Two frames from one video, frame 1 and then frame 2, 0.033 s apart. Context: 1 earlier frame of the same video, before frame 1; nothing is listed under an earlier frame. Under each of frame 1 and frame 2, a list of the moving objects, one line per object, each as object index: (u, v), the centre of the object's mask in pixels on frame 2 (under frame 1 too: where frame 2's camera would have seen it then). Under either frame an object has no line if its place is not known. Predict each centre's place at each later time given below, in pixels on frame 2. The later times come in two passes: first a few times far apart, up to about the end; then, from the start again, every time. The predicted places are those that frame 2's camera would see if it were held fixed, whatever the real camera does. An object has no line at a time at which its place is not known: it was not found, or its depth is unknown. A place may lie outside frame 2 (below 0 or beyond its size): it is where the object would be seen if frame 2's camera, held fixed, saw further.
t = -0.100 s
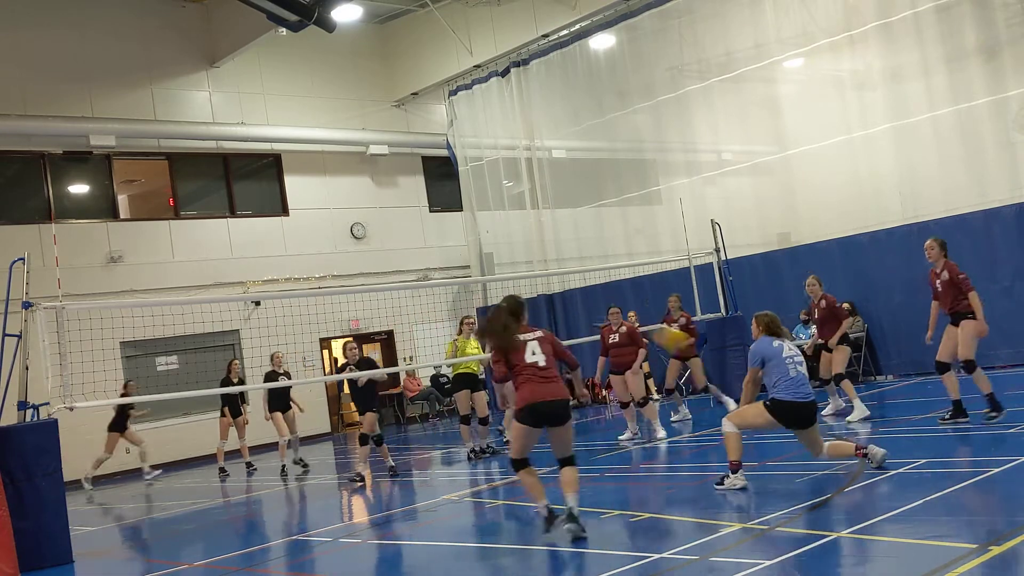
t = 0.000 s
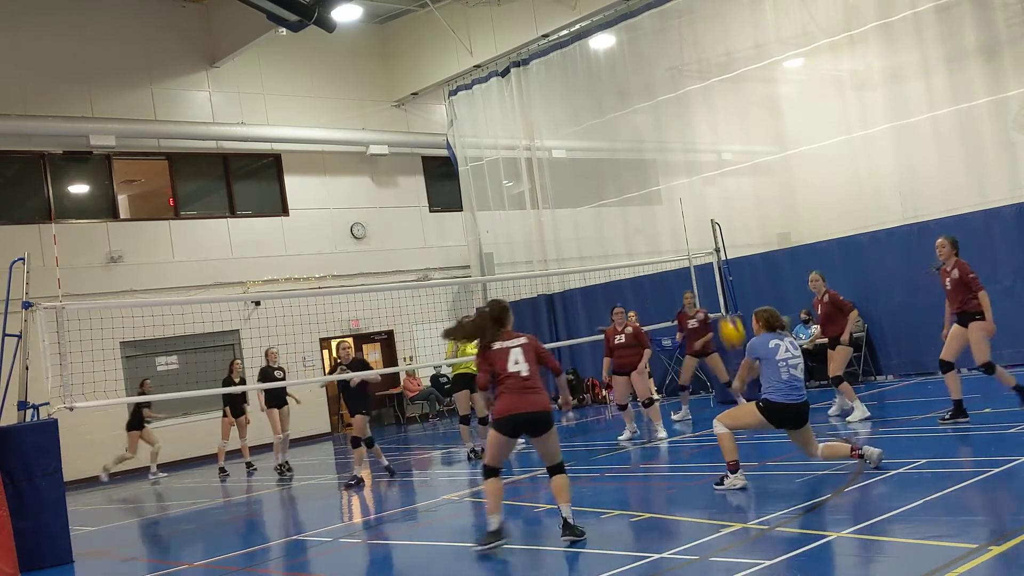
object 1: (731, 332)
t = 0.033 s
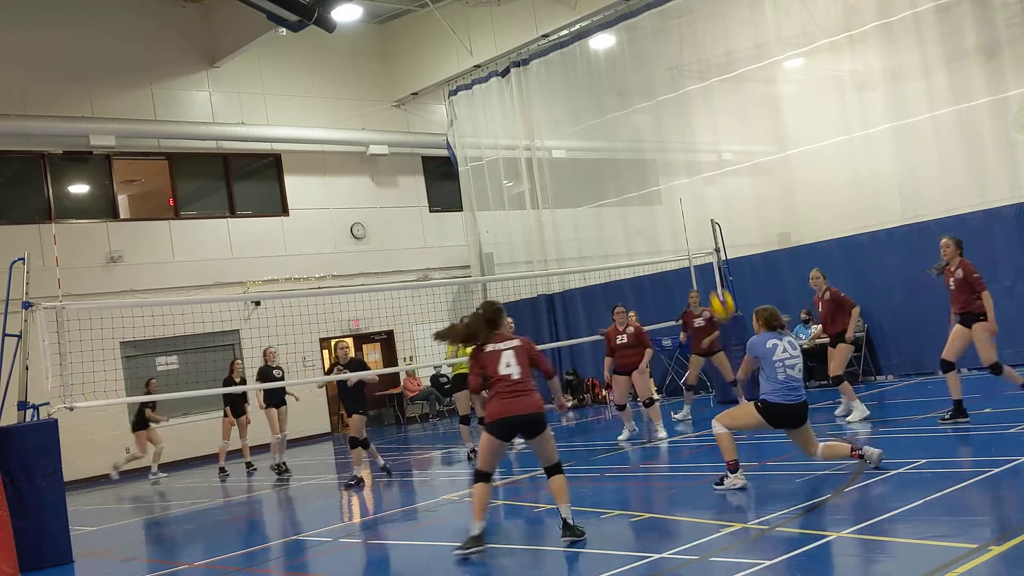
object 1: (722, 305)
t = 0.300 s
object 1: (664, 164)
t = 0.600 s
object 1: (630, 120)
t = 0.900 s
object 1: (614, 156)
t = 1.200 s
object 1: (612, 251)
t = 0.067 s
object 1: (712, 280)
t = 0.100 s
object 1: (703, 258)
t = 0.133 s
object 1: (696, 237)
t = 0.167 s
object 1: (689, 219)
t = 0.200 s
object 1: (682, 203)
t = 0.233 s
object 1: (675, 189)
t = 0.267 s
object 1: (670, 176)
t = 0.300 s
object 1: (664, 164)
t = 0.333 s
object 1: (659, 154)
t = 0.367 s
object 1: (655, 146)
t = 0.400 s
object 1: (651, 139)
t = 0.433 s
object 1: (647, 133)
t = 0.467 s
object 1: (643, 128)
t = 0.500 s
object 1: (639, 125)
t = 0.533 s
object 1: (636, 122)
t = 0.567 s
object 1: (633, 120)
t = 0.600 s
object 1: (630, 120)
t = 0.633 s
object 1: (628, 120)
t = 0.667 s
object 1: (626, 122)
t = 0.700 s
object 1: (623, 124)
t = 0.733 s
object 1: (621, 127)
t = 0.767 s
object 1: (620, 131)
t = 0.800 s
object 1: (618, 136)
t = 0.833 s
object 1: (616, 142)
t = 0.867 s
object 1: (615, 148)
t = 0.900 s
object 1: (614, 156)
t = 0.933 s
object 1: (613, 164)
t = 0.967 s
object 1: (613, 172)
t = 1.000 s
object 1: (612, 182)
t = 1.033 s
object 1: (612, 192)
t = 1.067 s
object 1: (611, 202)
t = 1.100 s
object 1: (611, 214)
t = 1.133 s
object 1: (611, 226)
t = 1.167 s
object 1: (612, 238)
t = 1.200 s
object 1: (612, 251)
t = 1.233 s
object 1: (612, 264)
